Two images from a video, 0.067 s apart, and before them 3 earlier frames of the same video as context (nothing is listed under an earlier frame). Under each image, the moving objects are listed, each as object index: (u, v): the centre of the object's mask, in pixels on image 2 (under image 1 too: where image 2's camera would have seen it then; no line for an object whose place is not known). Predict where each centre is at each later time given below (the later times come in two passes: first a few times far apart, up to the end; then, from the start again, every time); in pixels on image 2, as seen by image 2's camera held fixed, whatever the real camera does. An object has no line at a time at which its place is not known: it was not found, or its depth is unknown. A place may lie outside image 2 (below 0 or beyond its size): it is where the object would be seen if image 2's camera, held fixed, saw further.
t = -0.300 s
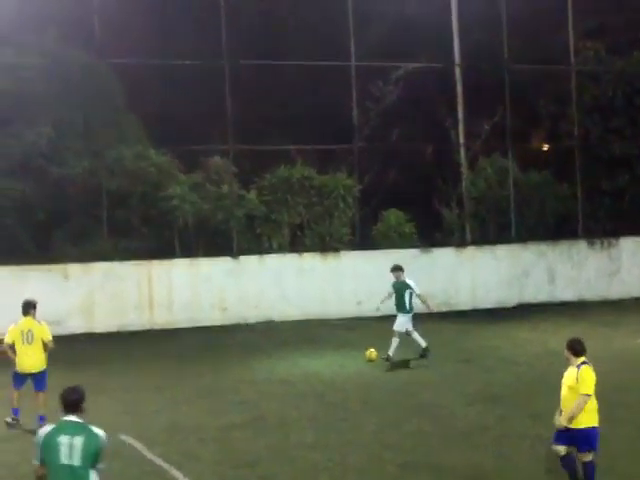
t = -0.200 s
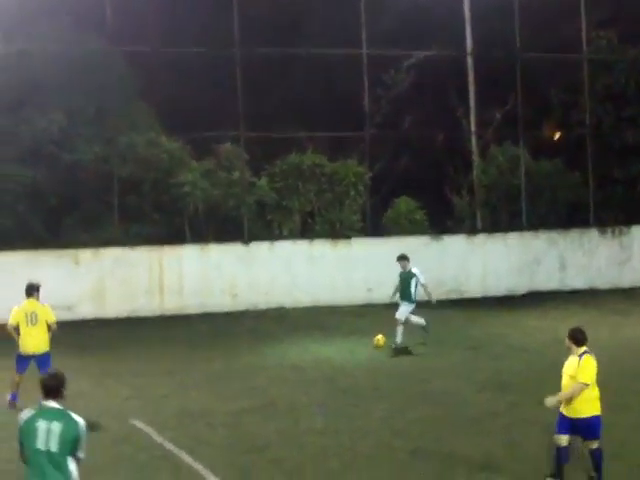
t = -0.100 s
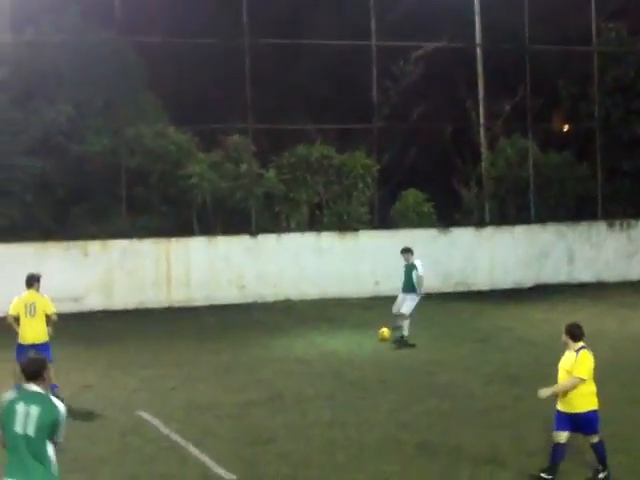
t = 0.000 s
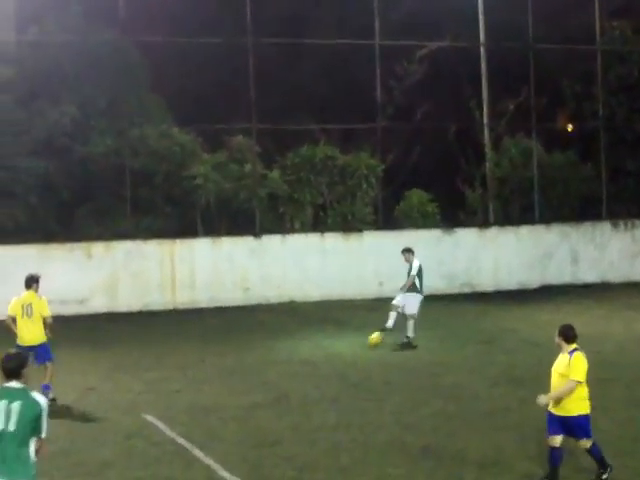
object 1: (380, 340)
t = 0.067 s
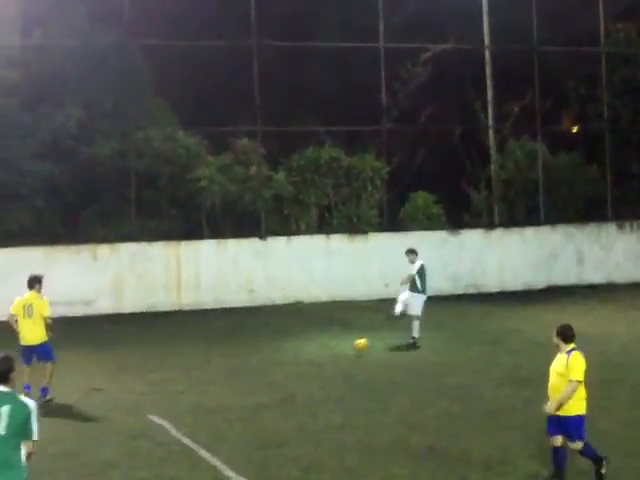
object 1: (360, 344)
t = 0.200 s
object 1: (320, 365)
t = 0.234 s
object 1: (312, 367)
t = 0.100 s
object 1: (352, 348)
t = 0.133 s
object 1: (342, 353)
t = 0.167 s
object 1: (331, 360)
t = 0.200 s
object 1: (320, 365)
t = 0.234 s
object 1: (312, 367)
